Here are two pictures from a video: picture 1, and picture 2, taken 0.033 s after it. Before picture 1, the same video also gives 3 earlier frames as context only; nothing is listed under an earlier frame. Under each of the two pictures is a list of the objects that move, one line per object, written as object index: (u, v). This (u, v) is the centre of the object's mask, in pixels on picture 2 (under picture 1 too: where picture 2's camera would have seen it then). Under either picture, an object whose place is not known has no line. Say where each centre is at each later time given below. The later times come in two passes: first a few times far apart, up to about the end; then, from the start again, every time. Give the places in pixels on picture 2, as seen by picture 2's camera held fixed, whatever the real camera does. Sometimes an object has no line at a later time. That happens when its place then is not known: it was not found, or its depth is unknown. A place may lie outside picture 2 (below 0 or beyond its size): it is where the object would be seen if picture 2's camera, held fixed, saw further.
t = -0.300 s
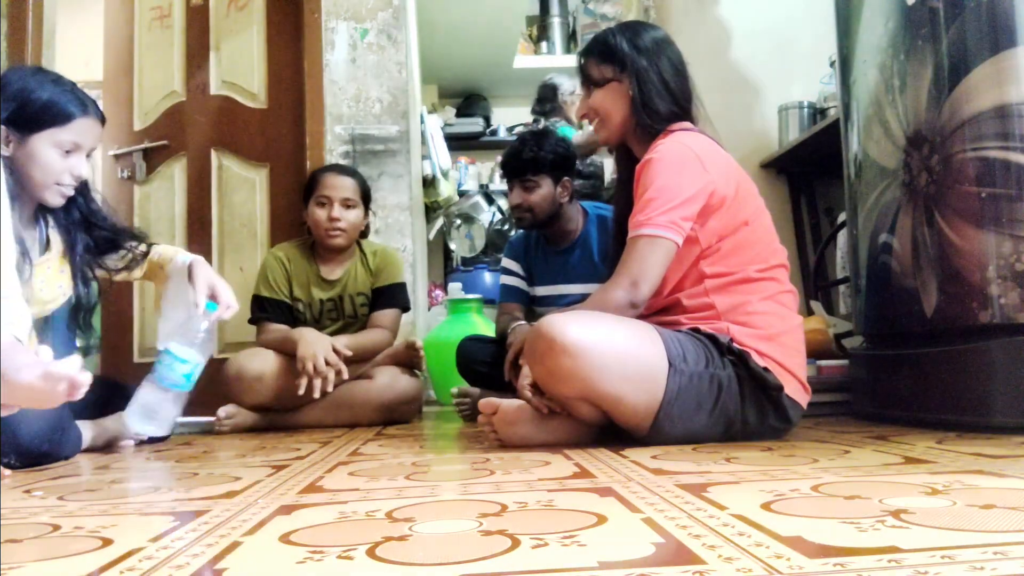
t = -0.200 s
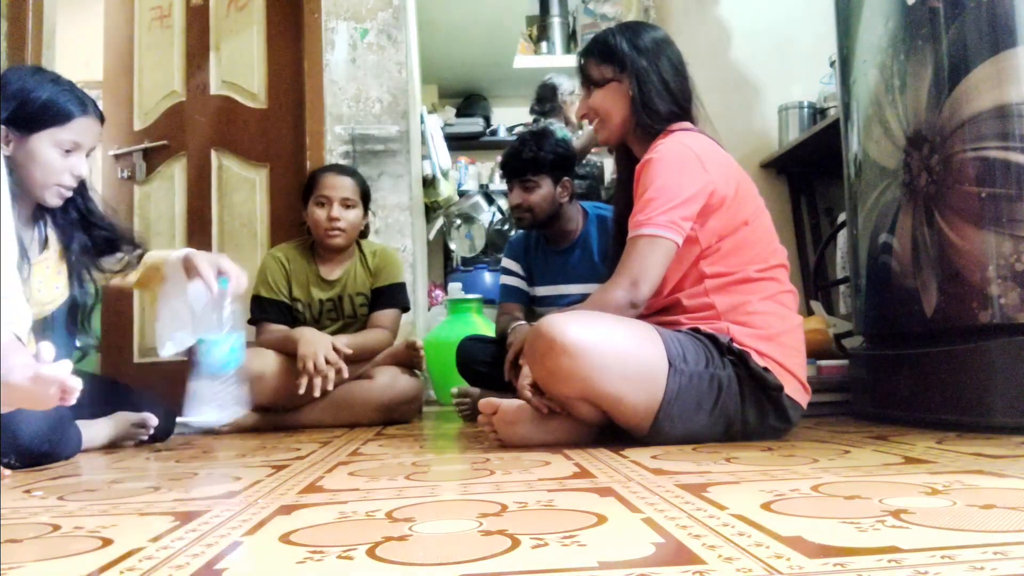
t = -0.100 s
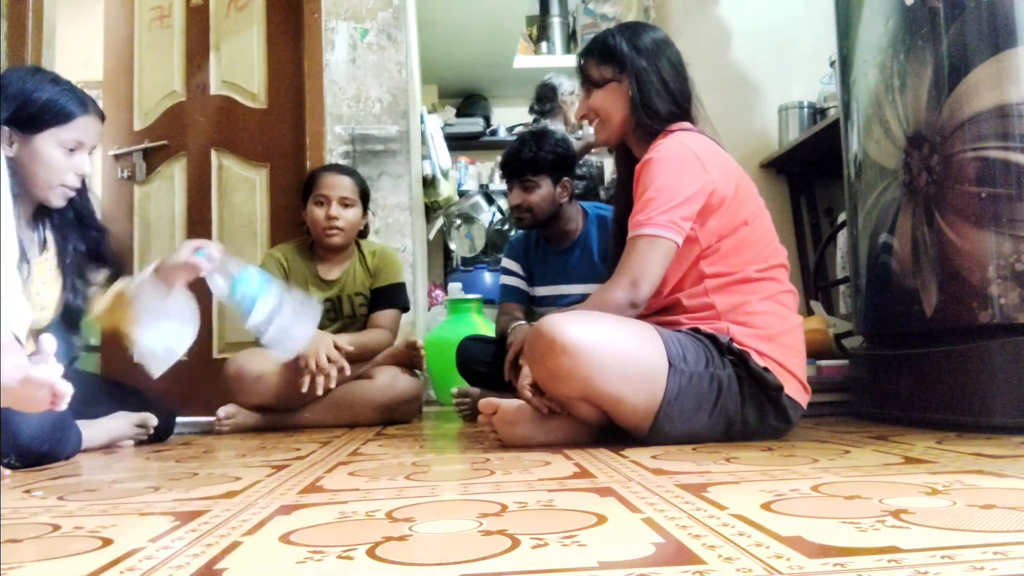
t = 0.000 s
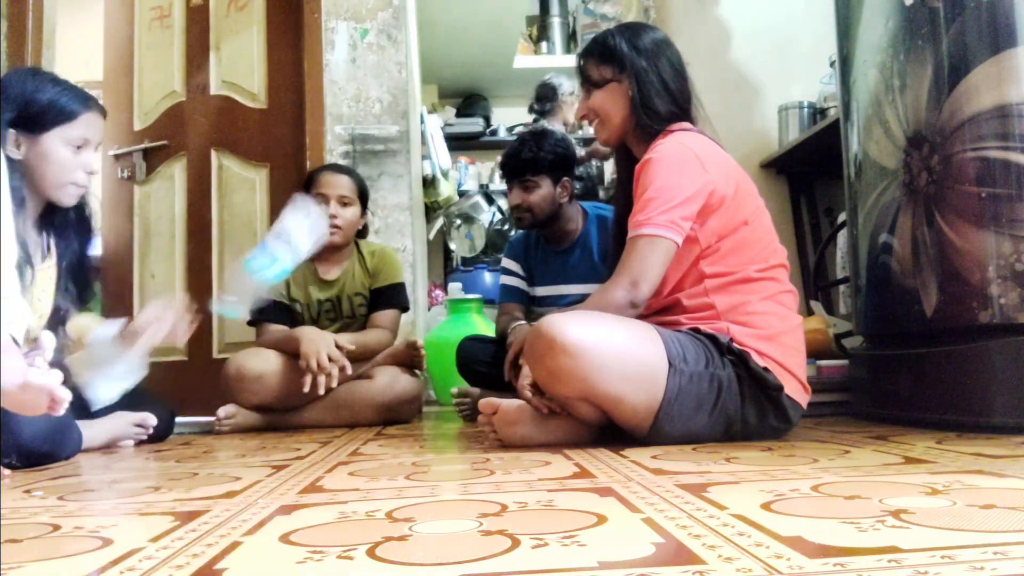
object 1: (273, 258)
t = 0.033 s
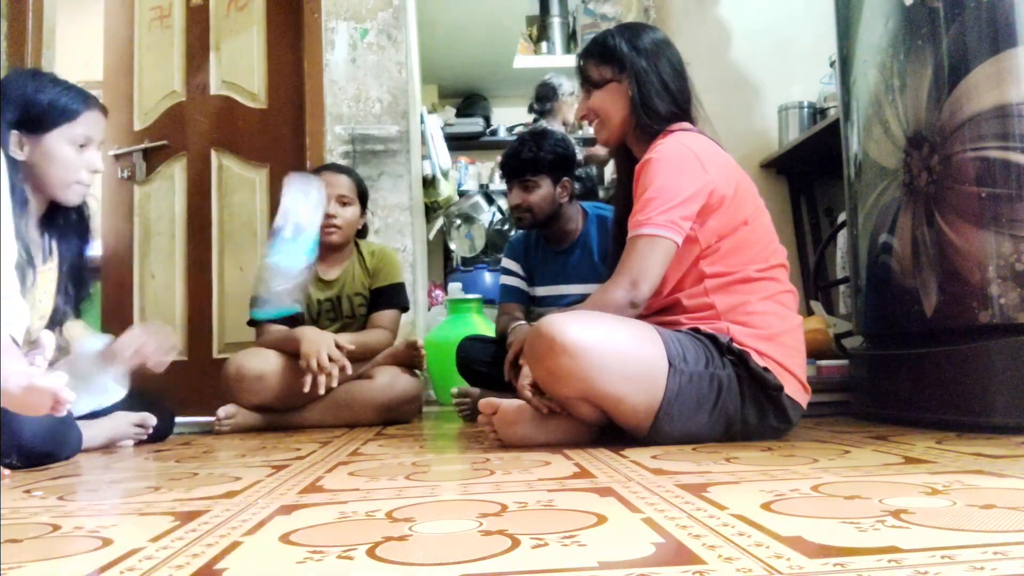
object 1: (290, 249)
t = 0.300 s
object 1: (323, 224)
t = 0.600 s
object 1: (316, 379)
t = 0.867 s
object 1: (319, 380)
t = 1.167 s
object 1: (319, 380)
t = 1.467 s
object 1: (319, 380)
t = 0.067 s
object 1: (311, 233)
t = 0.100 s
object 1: (326, 212)
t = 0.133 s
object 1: (336, 193)
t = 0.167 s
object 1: (338, 182)
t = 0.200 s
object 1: (332, 179)
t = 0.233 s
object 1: (327, 186)
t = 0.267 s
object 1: (324, 201)
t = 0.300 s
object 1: (323, 224)
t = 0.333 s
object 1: (322, 258)
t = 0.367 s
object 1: (323, 294)
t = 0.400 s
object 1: (324, 340)
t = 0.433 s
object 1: (325, 375)
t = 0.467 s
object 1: (323, 379)
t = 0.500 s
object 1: (318, 378)
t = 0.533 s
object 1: (317, 380)
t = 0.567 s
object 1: (316, 380)
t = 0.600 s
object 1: (316, 379)
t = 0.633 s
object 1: (317, 379)
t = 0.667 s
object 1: (318, 380)
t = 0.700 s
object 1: (318, 380)
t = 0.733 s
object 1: (317, 380)
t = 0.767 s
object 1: (318, 380)
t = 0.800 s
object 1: (319, 380)
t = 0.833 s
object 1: (319, 380)
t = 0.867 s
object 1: (319, 380)
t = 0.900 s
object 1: (319, 380)
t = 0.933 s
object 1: (319, 380)
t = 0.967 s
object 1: (319, 380)
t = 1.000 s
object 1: (319, 380)
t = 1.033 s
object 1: (319, 380)
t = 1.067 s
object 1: (319, 380)
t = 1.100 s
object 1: (319, 380)
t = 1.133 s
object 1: (319, 380)
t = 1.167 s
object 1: (319, 380)
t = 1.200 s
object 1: (319, 380)
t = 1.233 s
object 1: (319, 380)
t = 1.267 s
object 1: (319, 380)
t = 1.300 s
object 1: (319, 380)
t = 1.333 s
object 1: (319, 380)
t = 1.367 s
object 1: (319, 380)
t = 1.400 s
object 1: (319, 380)
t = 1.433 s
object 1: (319, 380)
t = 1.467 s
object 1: (319, 380)
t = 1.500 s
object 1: (319, 380)
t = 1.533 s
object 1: (319, 380)
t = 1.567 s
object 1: (319, 380)
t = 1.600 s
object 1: (319, 380)
